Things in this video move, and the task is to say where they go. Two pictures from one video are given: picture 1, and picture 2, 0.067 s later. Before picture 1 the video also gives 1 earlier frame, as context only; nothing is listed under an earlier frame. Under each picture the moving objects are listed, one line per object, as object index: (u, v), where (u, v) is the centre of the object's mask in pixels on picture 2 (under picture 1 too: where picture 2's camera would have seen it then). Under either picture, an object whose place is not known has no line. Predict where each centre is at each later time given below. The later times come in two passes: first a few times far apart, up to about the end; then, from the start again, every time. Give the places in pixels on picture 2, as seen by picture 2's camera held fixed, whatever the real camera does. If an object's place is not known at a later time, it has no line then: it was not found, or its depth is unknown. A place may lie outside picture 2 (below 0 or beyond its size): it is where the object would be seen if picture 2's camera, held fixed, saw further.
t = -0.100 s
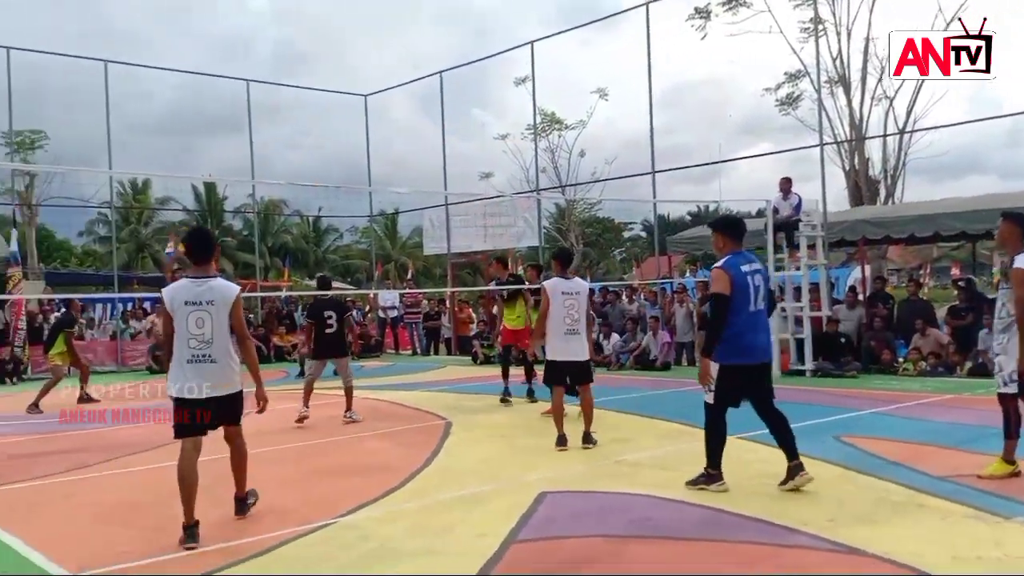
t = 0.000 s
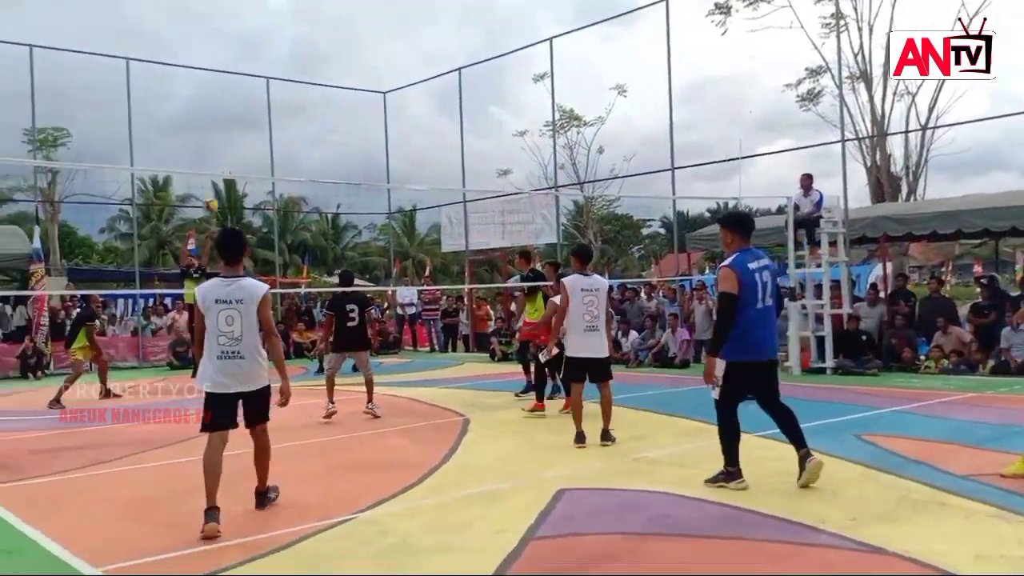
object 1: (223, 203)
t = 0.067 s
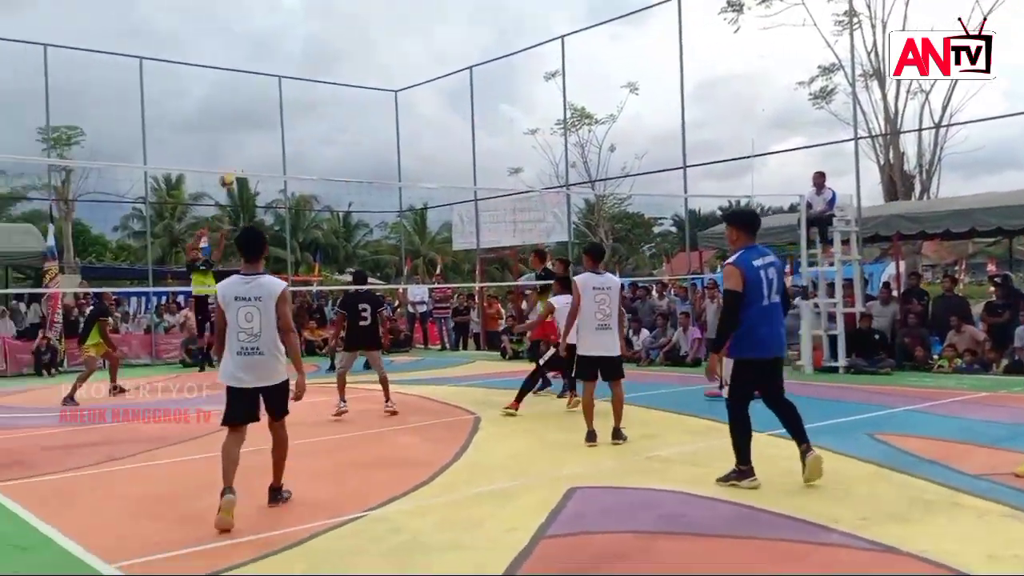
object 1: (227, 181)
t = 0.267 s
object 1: (240, 127)
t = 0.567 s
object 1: (264, 97)
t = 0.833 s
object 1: (290, 126)
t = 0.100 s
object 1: (229, 166)
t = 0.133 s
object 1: (231, 161)
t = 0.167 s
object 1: (232, 151)
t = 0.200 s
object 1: (235, 142)
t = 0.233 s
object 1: (238, 135)
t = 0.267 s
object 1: (240, 127)
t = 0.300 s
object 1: (242, 121)
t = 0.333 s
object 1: (245, 115)
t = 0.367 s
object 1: (247, 111)
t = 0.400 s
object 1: (251, 106)
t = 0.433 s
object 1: (253, 103)
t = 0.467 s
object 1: (256, 100)
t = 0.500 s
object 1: (259, 98)
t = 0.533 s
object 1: (262, 98)
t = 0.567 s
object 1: (264, 97)
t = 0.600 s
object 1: (268, 98)
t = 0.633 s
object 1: (271, 100)
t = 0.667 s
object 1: (274, 102)
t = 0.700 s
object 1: (276, 105)
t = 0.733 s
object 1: (279, 109)
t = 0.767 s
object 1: (283, 114)
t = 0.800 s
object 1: (286, 120)
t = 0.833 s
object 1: (290, 126)
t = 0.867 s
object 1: (293, 134)
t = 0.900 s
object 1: (296, 142)
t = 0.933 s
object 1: (299, 153)
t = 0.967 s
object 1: (302, 163)
